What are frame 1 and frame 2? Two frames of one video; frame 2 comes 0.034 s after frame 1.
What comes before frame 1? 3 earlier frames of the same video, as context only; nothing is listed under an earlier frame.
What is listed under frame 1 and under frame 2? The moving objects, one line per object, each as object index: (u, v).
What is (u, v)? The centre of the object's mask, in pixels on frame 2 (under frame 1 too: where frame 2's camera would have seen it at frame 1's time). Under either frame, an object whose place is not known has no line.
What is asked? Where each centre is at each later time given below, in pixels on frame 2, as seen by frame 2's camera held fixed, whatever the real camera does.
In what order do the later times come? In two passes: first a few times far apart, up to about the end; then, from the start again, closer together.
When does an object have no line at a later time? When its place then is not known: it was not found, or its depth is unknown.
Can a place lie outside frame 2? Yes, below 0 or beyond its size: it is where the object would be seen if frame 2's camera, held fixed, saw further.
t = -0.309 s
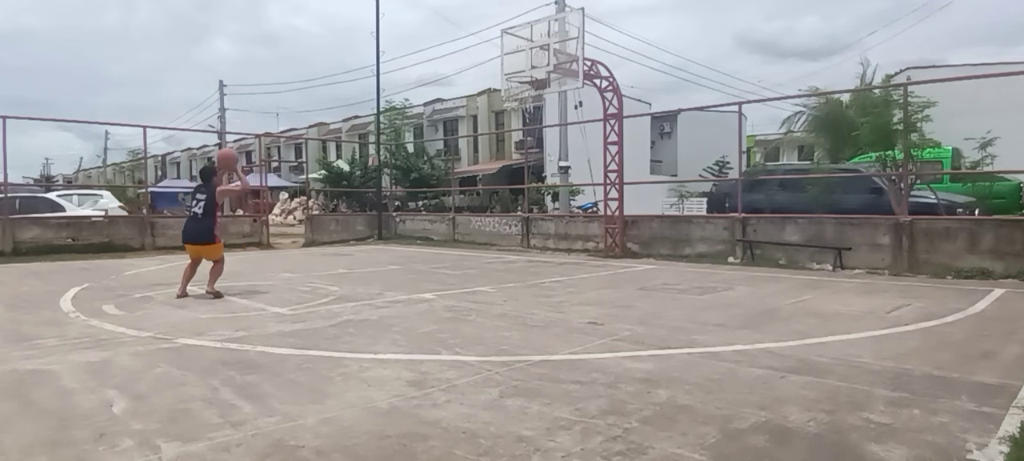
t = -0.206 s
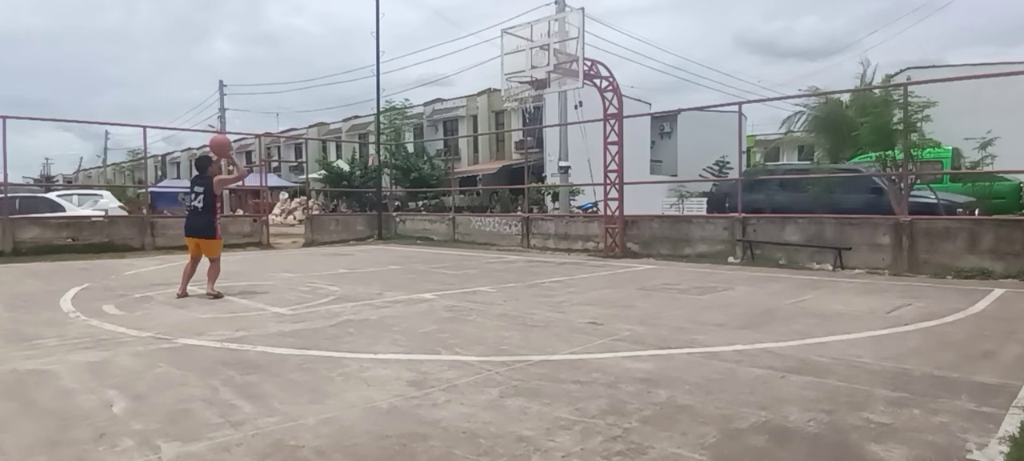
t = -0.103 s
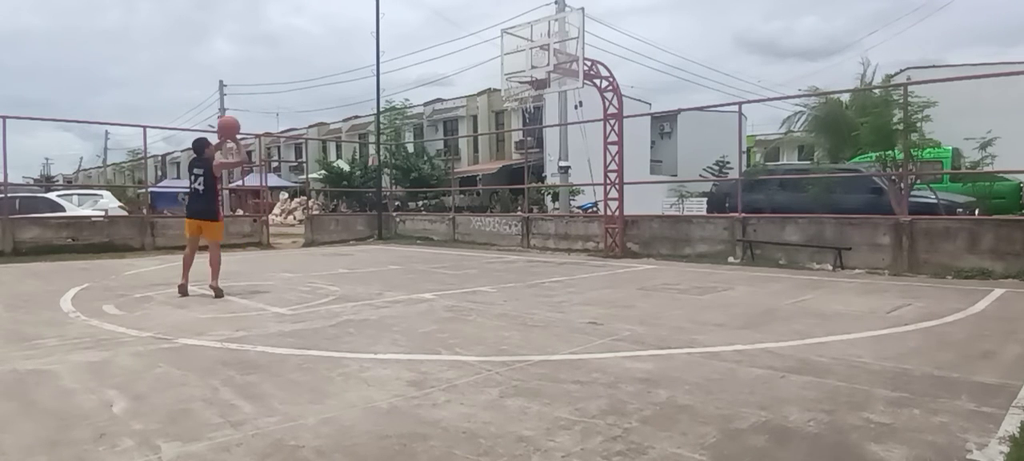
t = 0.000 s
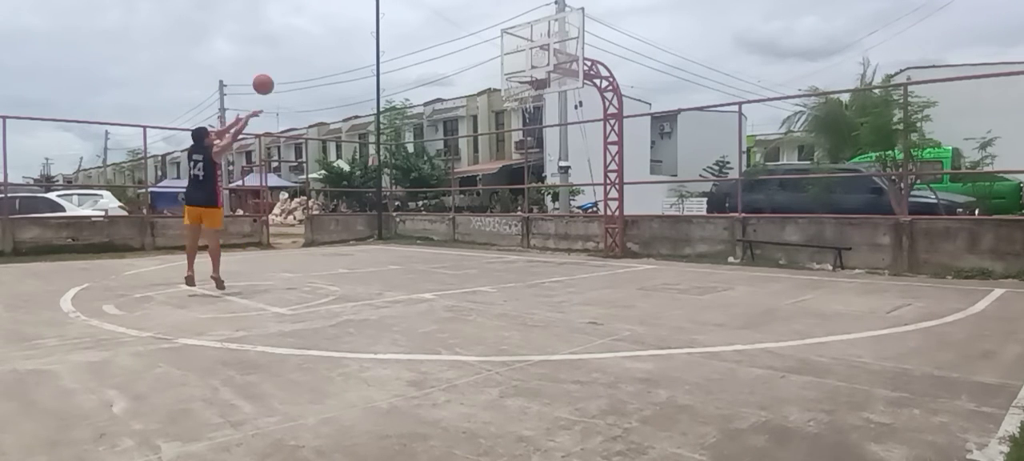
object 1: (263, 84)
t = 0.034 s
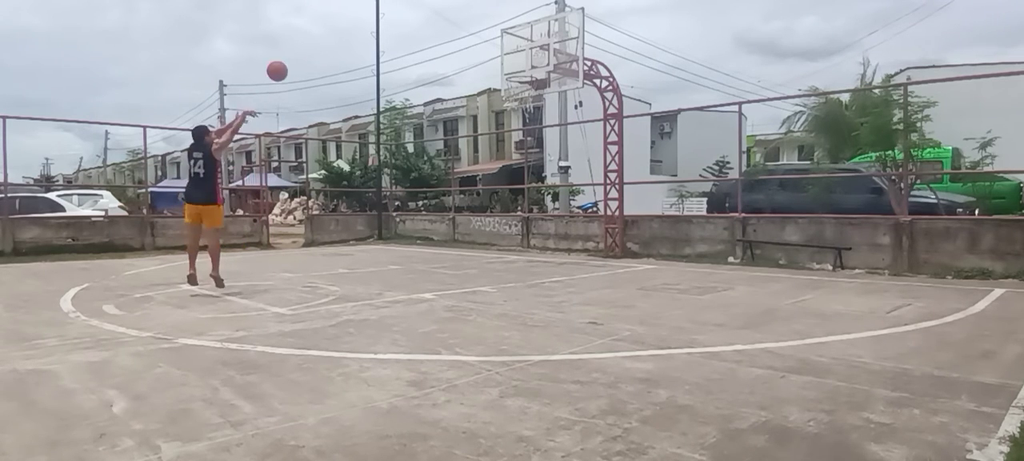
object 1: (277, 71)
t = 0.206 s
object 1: (341, 25)
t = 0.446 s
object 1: (417, 8)
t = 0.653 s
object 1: (472, 25)
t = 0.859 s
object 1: (519, 65)
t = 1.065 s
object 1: (542, 70)
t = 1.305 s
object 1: (520, 66)
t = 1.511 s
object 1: (503, 86)
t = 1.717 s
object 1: (484, 136)
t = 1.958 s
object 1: (464, 227)
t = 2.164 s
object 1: (448, 219)
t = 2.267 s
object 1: (440, 184)
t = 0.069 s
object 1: (290, 59)
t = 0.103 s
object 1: (303, 49)
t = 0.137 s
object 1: (316, 40)
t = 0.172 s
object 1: (329, 32)
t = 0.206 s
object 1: (341, 25)
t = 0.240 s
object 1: (353, 20)
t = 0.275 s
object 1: (364, 15)
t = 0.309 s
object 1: (375, 12)
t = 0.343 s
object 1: (386, 9)
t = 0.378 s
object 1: (397, 8)
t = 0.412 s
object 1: (407, 8)
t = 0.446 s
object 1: (417, 8)
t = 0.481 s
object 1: (427, 9)
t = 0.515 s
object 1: (437, 10)
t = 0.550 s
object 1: (446, 13)
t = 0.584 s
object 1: (455, 16)
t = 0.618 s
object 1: (464, 20)
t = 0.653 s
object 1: (472, 25)
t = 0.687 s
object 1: (481, 30)
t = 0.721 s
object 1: (489, 36)
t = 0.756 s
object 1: (496, 42)
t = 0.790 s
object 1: (504, 49)
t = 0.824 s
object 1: (512, 57)
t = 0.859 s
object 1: (519, 65)
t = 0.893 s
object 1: (525, 69)
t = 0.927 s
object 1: (530, 68)
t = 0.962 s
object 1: (534, 68)
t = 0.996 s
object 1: (538, 69)
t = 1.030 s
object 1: (543, 70)
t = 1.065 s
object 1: (542, 70)
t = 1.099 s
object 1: (538, 69)
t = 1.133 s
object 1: (535, 70)
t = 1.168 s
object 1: (532, 68)
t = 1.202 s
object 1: (529, 66)
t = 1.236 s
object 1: (526, 65)
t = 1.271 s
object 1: (523, 65)
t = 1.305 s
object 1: (520, 66)
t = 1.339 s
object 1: (517, 68)
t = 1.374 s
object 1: (514, 70)
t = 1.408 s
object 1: (511, 73)
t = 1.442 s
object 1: (508, 77)
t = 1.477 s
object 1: (505, 81)
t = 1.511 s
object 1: (503, 86)
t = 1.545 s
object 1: (500, 93)
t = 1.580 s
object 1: (496, 99)
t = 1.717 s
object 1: (484, 136)
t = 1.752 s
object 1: (480, 146)
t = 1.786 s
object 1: (478, 158)
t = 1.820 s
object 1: (476, 170)
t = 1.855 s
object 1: (473, 183)
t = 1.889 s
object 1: (469, 198)
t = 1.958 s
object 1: (464, 227)
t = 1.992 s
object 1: (461, 245)
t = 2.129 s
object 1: (451, 233)
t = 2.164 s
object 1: (448, 219)
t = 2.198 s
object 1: (446, 206)
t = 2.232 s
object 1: (444, 196)
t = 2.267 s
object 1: (440, 184)
